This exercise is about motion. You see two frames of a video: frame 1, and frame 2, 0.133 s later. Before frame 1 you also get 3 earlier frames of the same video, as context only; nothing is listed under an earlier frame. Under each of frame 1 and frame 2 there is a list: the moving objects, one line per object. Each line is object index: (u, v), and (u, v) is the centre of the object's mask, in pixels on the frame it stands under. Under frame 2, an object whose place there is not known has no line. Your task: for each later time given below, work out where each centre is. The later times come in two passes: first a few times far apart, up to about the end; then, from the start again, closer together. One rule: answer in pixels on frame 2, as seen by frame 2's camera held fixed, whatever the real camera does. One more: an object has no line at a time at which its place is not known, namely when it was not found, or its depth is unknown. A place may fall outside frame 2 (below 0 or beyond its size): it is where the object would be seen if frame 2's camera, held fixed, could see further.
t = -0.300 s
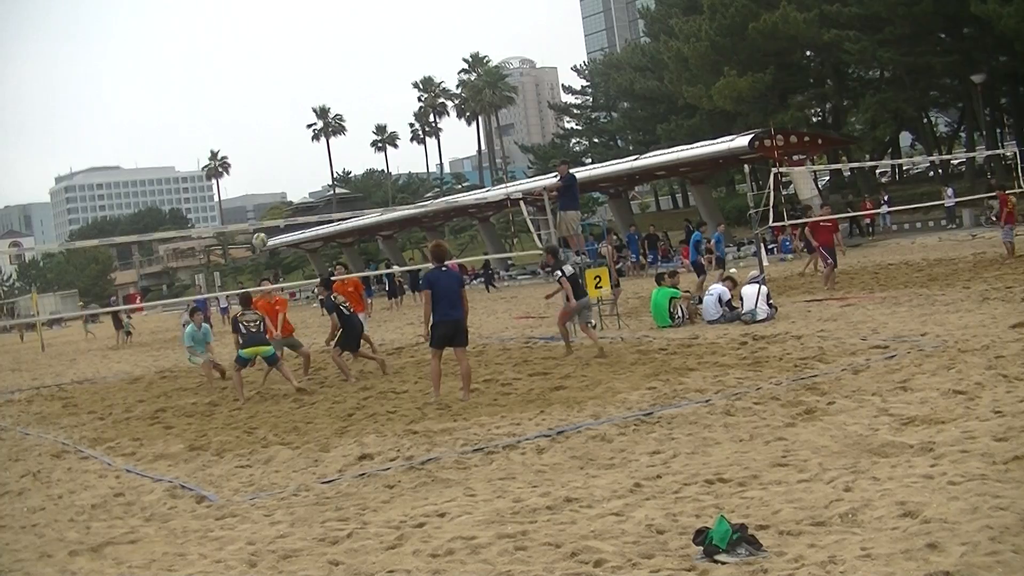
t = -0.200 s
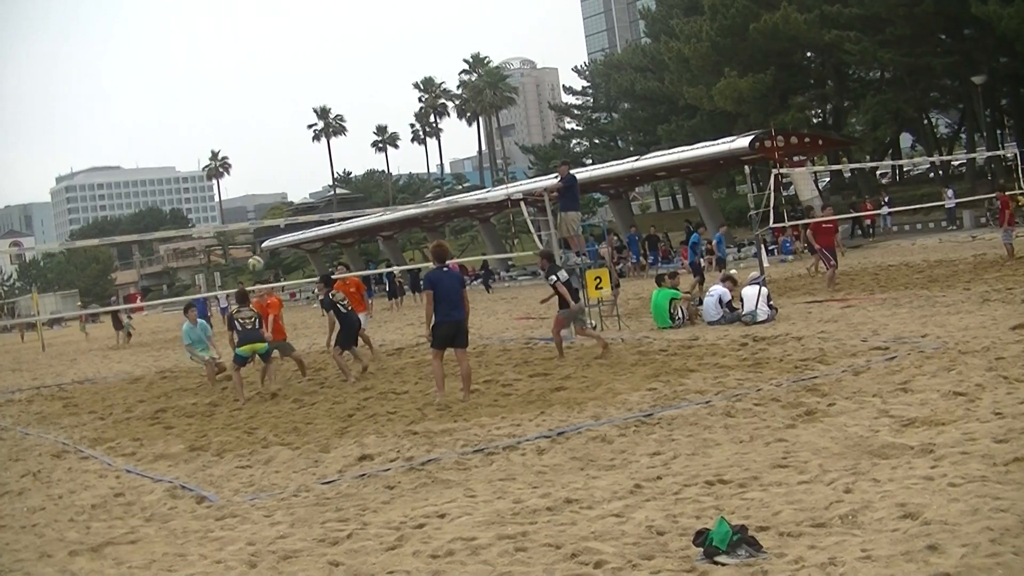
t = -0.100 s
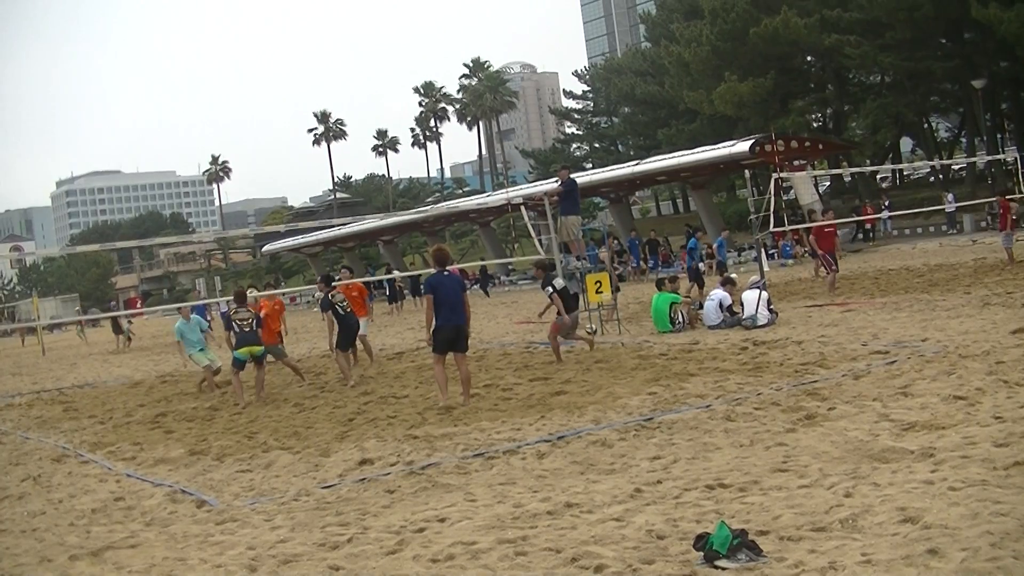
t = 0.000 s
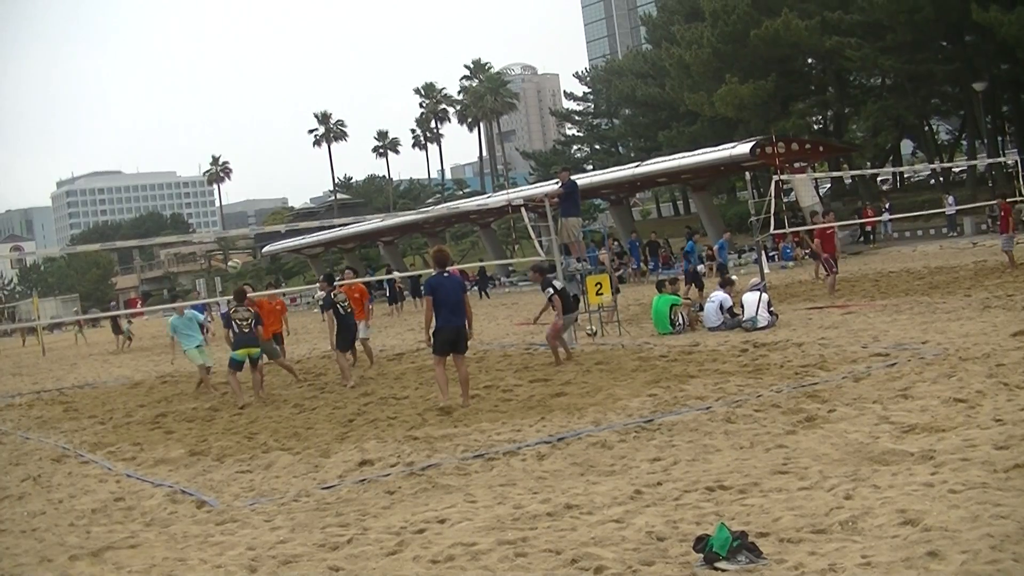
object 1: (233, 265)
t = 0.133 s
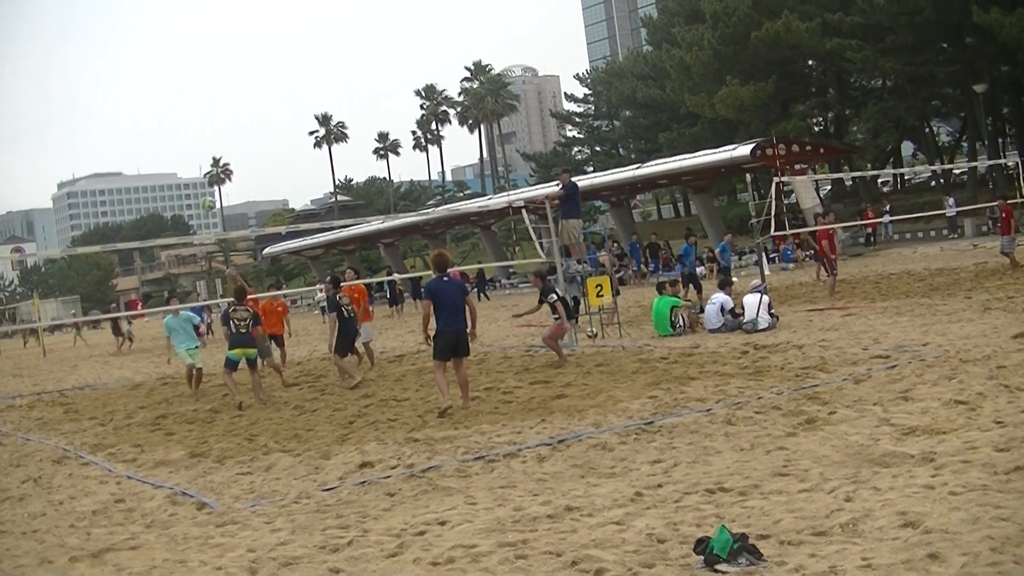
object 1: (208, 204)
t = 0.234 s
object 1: (188, 165)
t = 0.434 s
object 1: (154, 110)
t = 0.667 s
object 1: (123, 82)
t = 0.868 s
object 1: (103, 88)
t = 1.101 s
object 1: (86, 124)
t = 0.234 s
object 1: (188, 165)
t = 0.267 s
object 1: (182, 154)
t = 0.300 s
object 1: (175, 143)
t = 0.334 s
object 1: (169, 134)
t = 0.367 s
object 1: (164, 125)
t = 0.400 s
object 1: (159, 117)
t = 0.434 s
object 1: (154, 110)
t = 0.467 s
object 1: (149, 104)
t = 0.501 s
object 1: (144, 99)
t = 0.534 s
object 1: (139, 94)
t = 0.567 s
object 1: (135, 90)
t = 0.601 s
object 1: (131, 87)
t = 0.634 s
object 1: (127, 84)
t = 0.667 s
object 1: (123, 82)
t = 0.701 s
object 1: (119, 82)
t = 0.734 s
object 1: (116, 82)
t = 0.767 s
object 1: (113, 82)
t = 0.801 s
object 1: (110, 83)
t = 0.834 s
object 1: (106, 85)
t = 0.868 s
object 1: (103, 88)
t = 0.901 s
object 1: (100, 91)
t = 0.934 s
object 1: (97, 95)
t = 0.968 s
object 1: (95, 99)
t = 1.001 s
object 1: (92, 105)
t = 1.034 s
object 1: (90, 111)
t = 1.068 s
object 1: (87, 117)
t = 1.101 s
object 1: (86, 124)
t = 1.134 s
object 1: (84, 132)
